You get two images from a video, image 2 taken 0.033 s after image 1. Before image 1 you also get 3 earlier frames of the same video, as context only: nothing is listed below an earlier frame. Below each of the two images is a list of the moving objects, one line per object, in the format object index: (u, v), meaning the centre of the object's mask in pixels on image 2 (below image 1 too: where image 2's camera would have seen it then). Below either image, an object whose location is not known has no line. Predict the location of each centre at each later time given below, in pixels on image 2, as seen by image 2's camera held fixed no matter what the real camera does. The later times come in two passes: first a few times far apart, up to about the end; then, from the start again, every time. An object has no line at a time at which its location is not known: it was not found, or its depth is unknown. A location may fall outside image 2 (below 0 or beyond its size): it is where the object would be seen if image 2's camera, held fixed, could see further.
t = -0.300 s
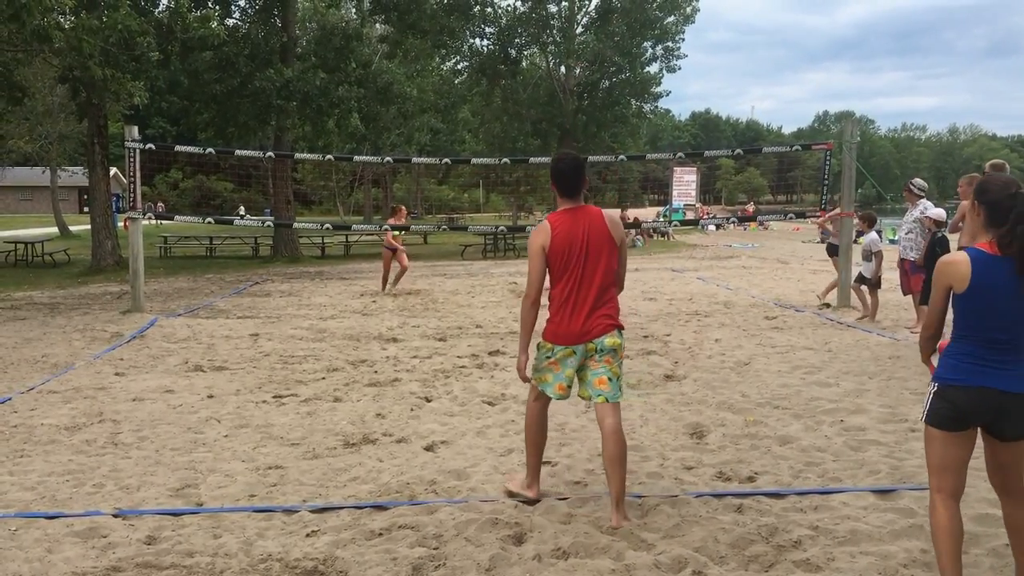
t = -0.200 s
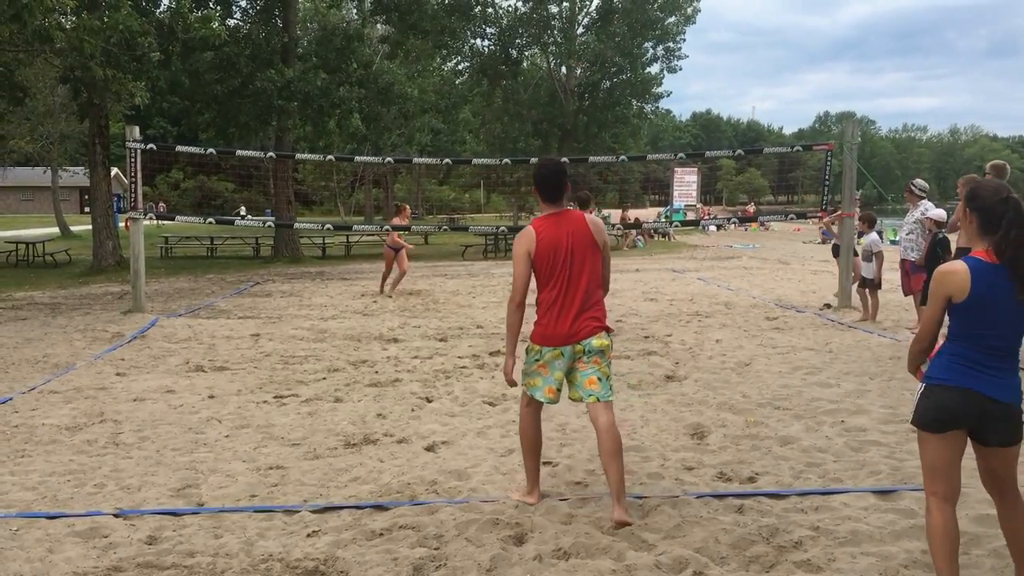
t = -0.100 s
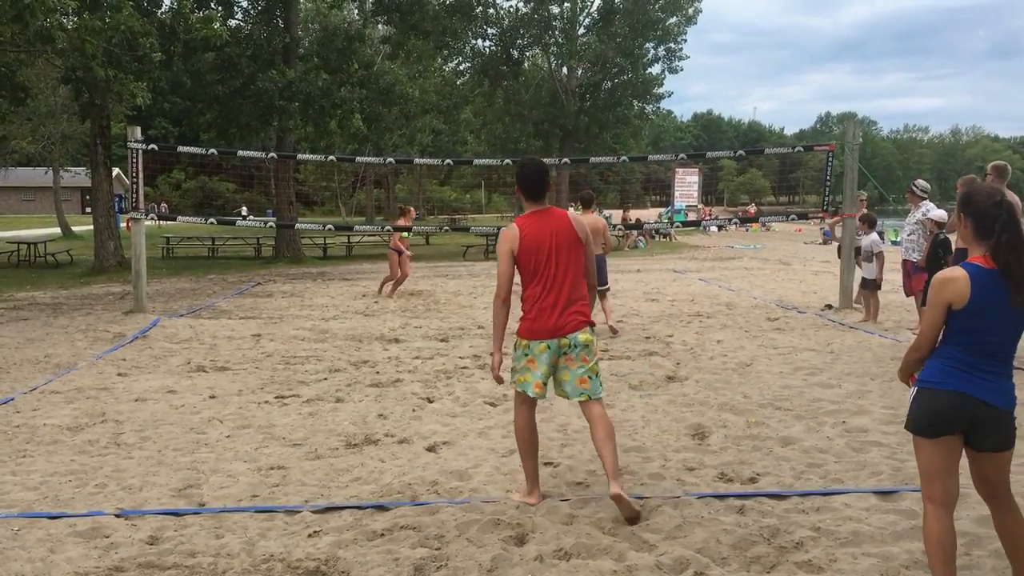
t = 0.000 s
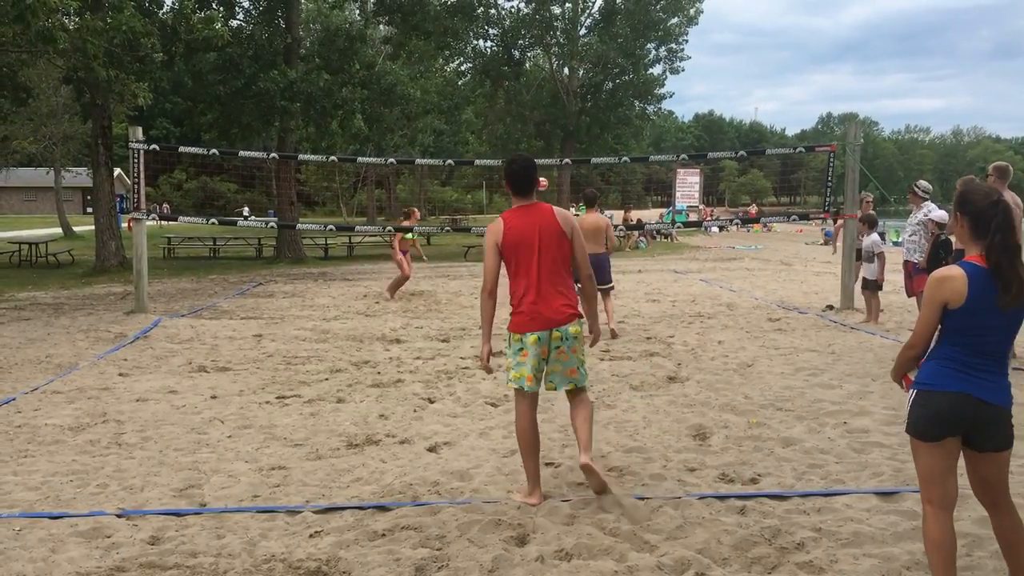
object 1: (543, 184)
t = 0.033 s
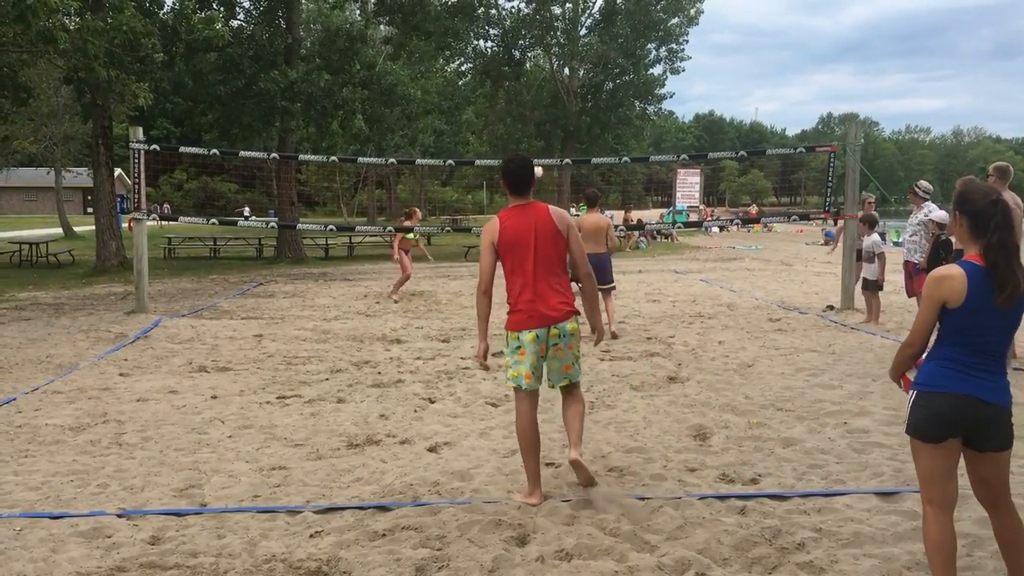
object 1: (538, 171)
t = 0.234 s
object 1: (505, 109)
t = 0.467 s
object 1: (469, 66)
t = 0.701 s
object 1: (431, 55)
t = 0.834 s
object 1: (411, 64)
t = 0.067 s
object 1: (531, 156)
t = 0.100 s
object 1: (526, 148)
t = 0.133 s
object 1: (521, 137)
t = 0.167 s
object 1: (516, 127)
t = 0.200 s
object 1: (510, 119)
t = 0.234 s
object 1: (505, 109)
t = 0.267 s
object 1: (500, 101)
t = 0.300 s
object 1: (495, 94)
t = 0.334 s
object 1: (489, 87)
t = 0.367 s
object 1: (484, 81)
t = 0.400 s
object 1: (479, 75)
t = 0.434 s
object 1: (473, 70)
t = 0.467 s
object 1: (469, 66)
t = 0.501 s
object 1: (463, 63)
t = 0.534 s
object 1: (458, 59)
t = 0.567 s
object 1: (453, 58)
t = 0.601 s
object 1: (447, 56)
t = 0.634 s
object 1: (442, 55)
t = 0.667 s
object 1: (436, 55)
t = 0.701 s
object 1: (431, 55)
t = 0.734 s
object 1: (426, 56)
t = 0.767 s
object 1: (421, 59)
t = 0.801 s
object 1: (416, 61)
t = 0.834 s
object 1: (411, 64)
